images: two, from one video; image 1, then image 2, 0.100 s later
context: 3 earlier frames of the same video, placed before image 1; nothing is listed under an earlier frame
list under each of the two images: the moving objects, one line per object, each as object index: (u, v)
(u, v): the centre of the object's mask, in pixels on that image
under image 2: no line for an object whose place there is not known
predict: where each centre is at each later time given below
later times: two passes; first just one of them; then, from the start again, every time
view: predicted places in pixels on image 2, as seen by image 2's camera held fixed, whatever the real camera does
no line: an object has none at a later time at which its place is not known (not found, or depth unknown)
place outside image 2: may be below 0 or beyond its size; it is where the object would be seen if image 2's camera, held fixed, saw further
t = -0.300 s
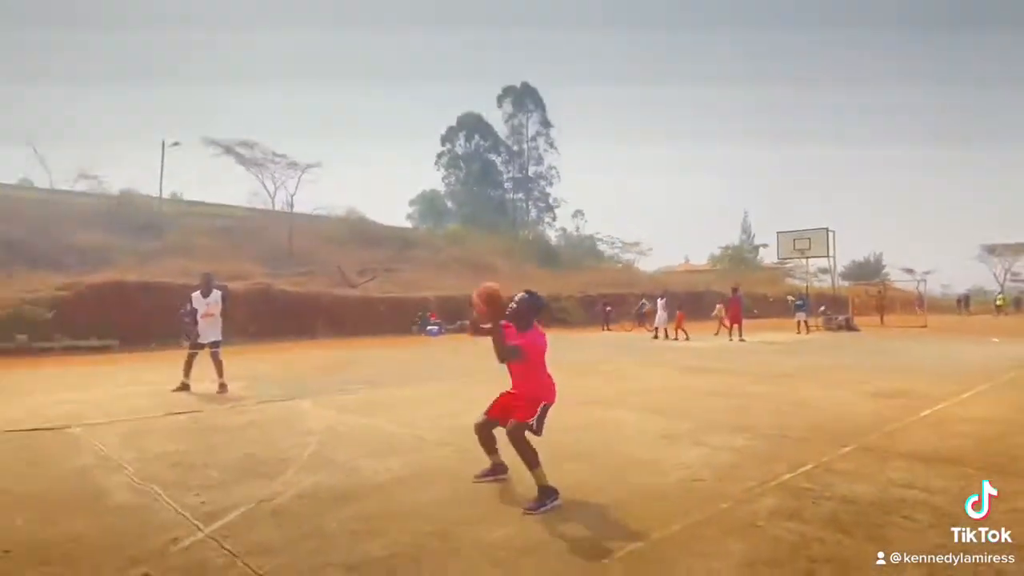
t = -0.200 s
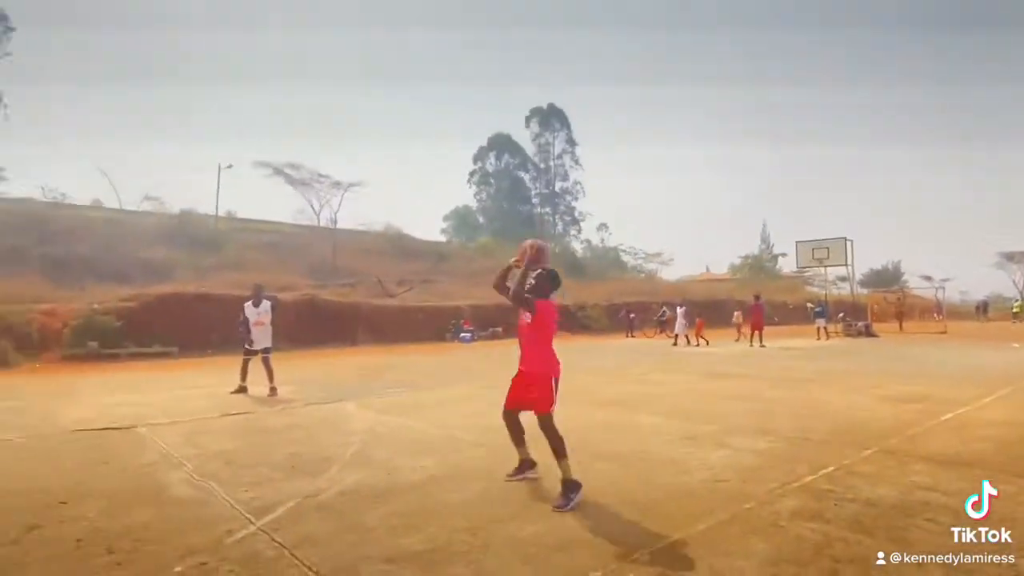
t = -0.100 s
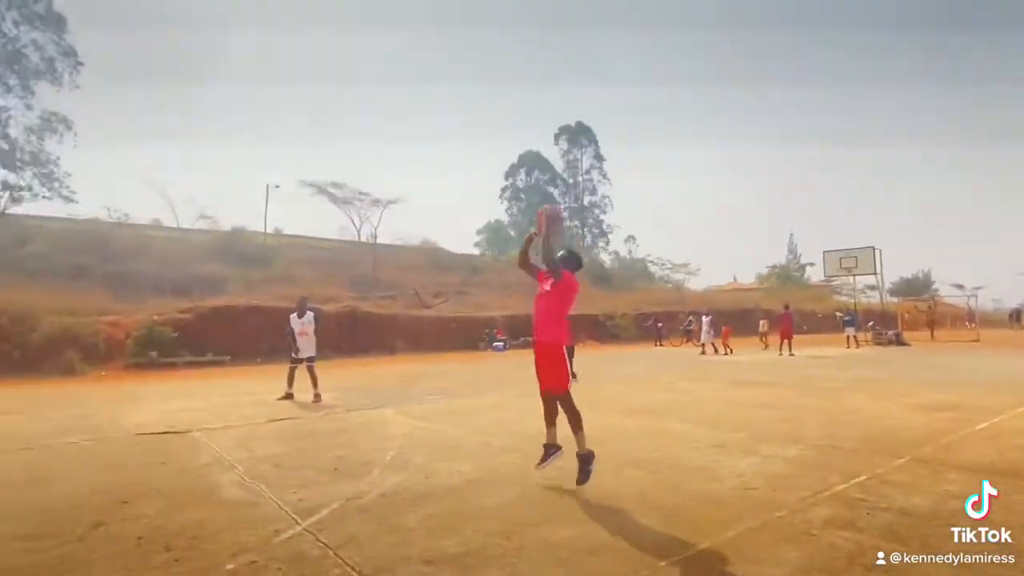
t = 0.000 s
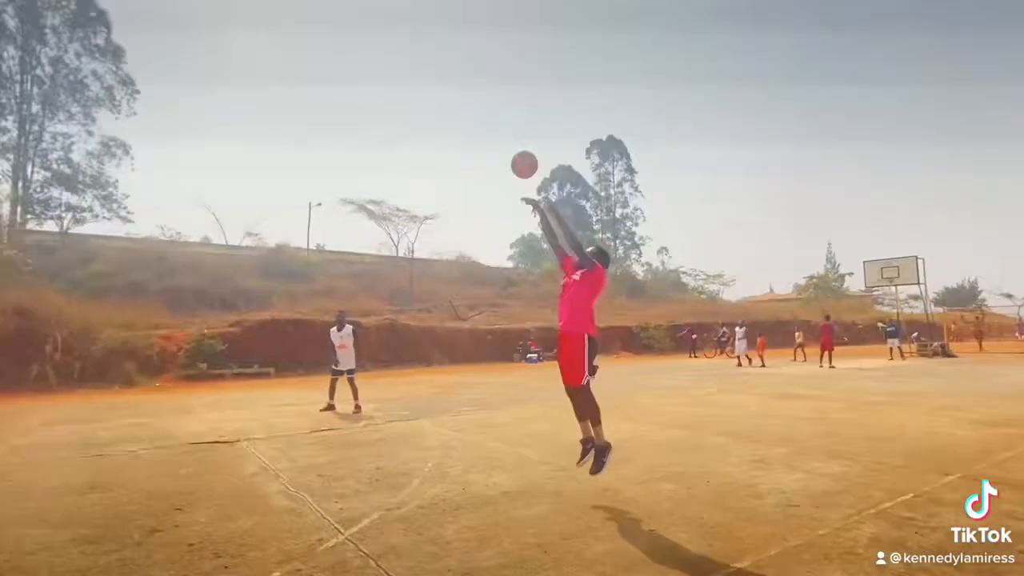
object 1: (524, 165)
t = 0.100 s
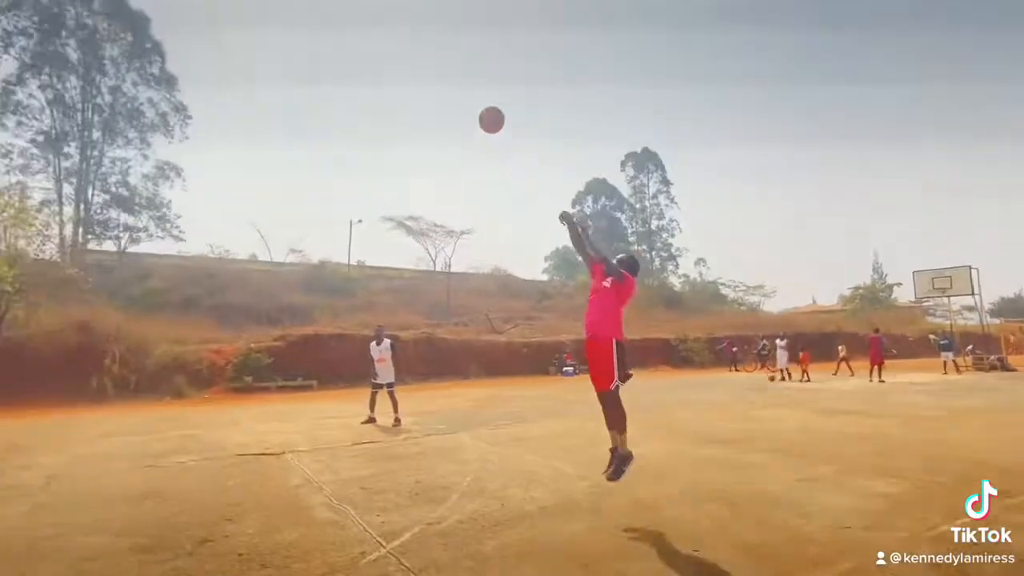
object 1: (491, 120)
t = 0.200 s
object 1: (432, 80)
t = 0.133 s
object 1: (471, 102)
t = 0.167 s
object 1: (449, 90)
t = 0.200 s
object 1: (432, 80)
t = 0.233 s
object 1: (416, 70)
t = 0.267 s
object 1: (397, 58)
